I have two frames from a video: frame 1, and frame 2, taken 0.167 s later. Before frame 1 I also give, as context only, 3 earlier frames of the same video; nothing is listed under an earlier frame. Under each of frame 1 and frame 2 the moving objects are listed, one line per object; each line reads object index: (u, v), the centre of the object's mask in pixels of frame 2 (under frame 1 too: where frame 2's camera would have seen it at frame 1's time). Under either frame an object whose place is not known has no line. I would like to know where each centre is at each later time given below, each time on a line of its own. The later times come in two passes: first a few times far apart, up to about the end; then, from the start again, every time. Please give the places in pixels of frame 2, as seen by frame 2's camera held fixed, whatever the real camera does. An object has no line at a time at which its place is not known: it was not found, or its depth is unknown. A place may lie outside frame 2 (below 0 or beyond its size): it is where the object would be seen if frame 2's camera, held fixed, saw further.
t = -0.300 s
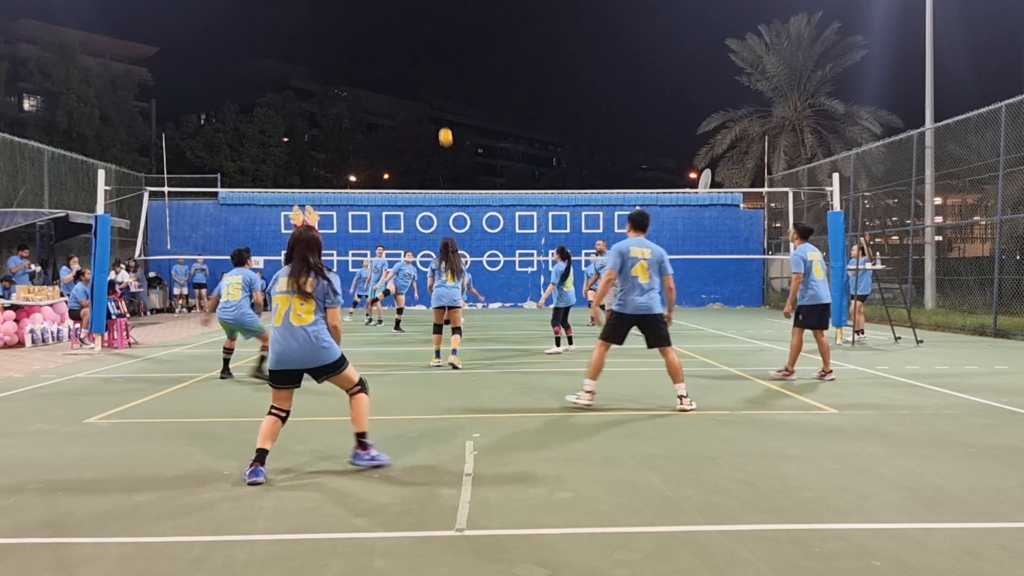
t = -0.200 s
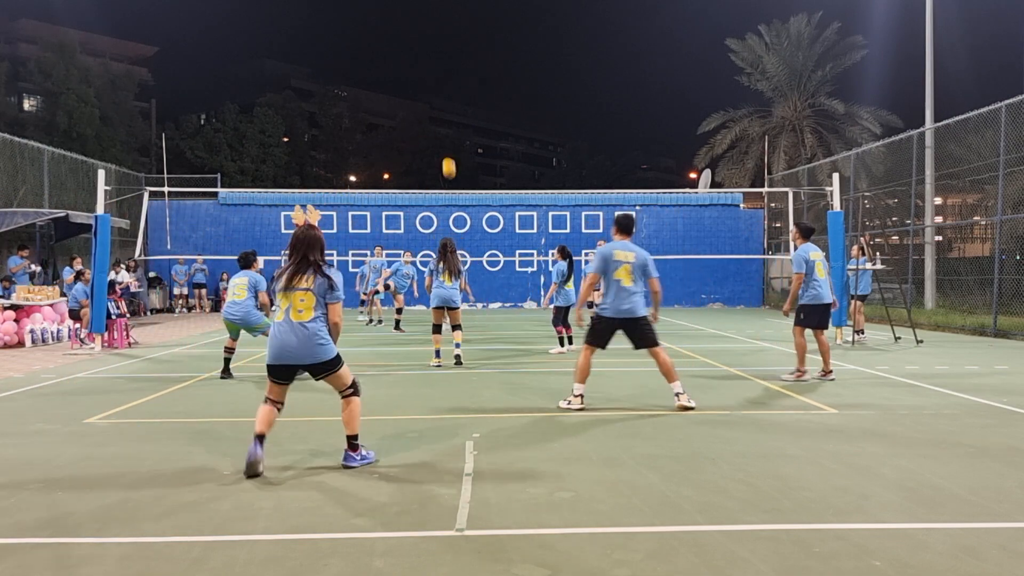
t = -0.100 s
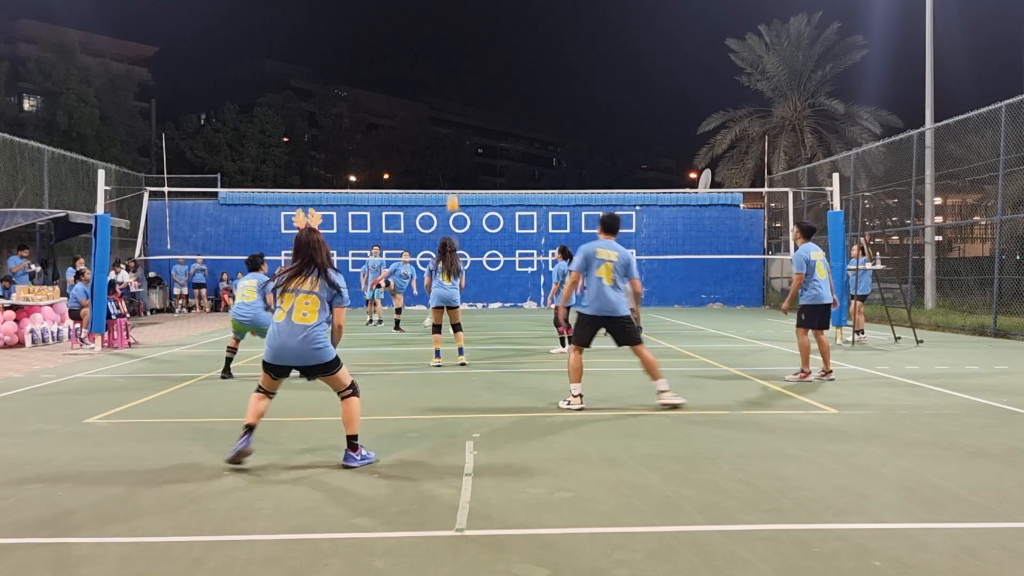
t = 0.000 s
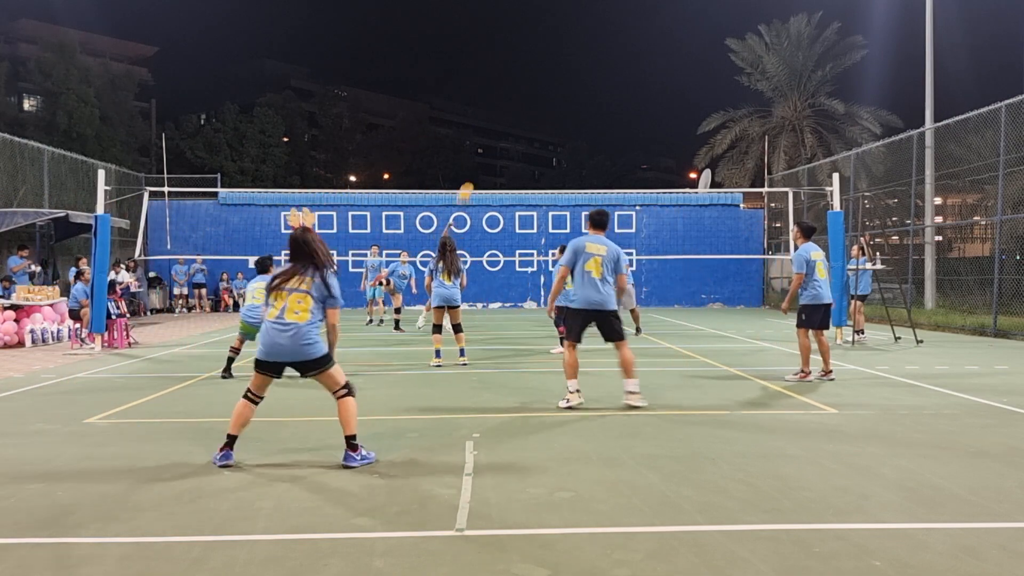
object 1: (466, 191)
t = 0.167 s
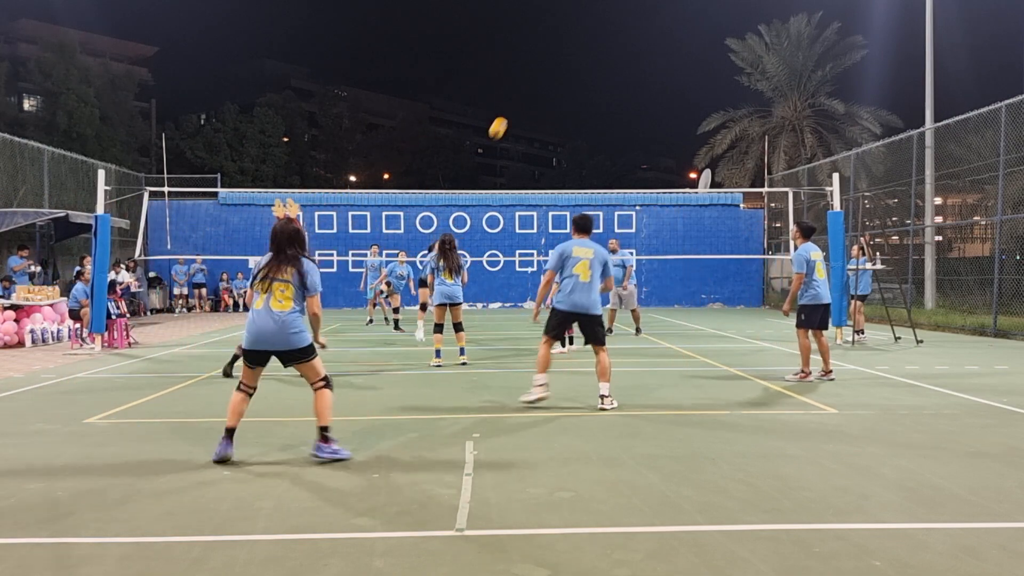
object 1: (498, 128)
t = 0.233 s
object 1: (512, 106)
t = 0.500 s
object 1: (571, 45)
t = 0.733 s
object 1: (627, 30)
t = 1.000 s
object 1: (695, 63)
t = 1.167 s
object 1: (739, 114)
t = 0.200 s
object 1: (505, 117)
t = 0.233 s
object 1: (512, 106)
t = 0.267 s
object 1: (519, 96)
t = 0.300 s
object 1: (526, 87)
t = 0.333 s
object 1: (533, 78)
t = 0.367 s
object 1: (540, 70)
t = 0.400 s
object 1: (548, 63)
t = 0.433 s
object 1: (555, 56)
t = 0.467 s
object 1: (563, 50)
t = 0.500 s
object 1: (571, 45)
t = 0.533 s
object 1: (578, 41)
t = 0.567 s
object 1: (586, 37)
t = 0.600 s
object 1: (594, 34)
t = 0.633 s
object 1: (602, 32)
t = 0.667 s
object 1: (610, 30)
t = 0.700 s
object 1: (619, 30)
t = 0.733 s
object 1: (627, 30)
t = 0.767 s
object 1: (635, 31)
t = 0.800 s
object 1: (644, 33)
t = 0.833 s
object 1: (652, 36)
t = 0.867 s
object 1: (661, 40)
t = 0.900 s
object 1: (670, 44)
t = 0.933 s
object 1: (678, 49)
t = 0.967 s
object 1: (686, 56)
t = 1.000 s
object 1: (695, 63)
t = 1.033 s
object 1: (704, 72)
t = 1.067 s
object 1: (713, 81)
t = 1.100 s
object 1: (722, 91)
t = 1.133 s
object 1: (731, 102)
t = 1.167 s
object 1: (739, 114)
